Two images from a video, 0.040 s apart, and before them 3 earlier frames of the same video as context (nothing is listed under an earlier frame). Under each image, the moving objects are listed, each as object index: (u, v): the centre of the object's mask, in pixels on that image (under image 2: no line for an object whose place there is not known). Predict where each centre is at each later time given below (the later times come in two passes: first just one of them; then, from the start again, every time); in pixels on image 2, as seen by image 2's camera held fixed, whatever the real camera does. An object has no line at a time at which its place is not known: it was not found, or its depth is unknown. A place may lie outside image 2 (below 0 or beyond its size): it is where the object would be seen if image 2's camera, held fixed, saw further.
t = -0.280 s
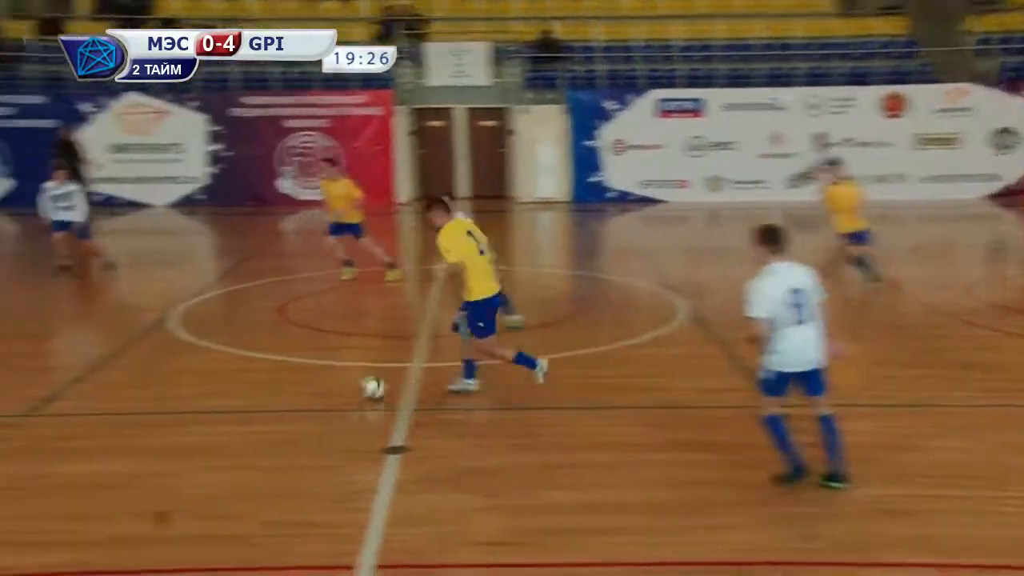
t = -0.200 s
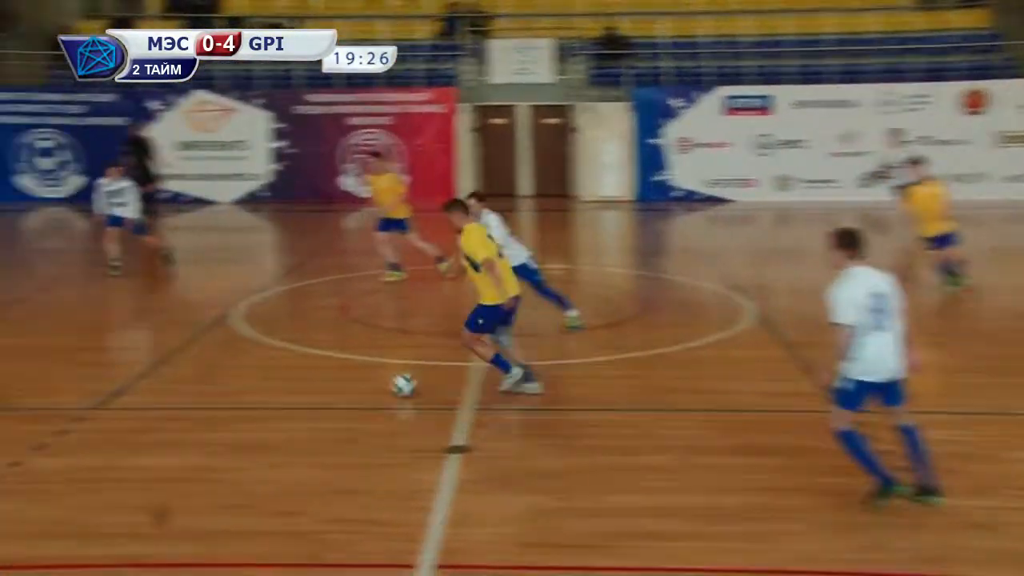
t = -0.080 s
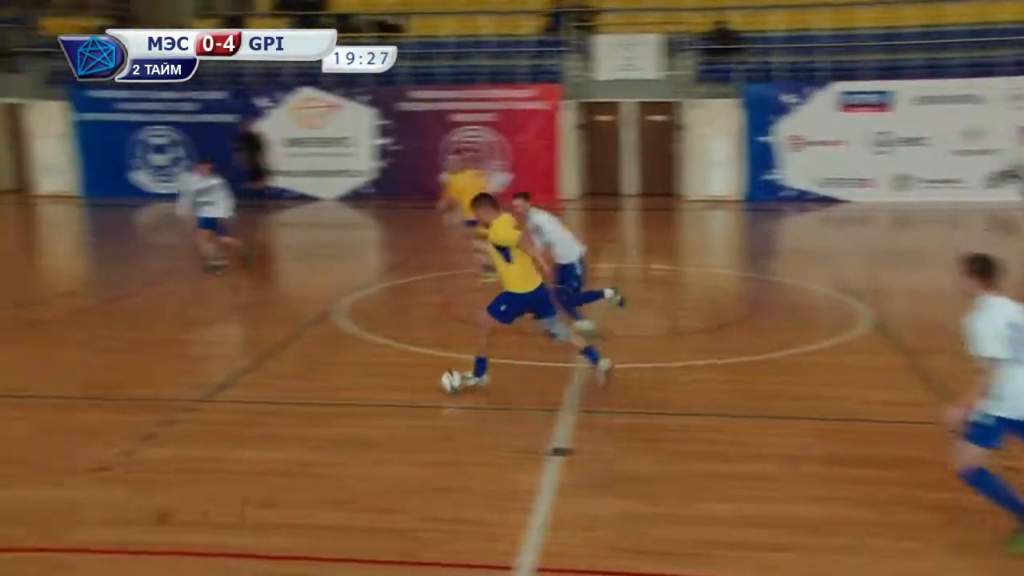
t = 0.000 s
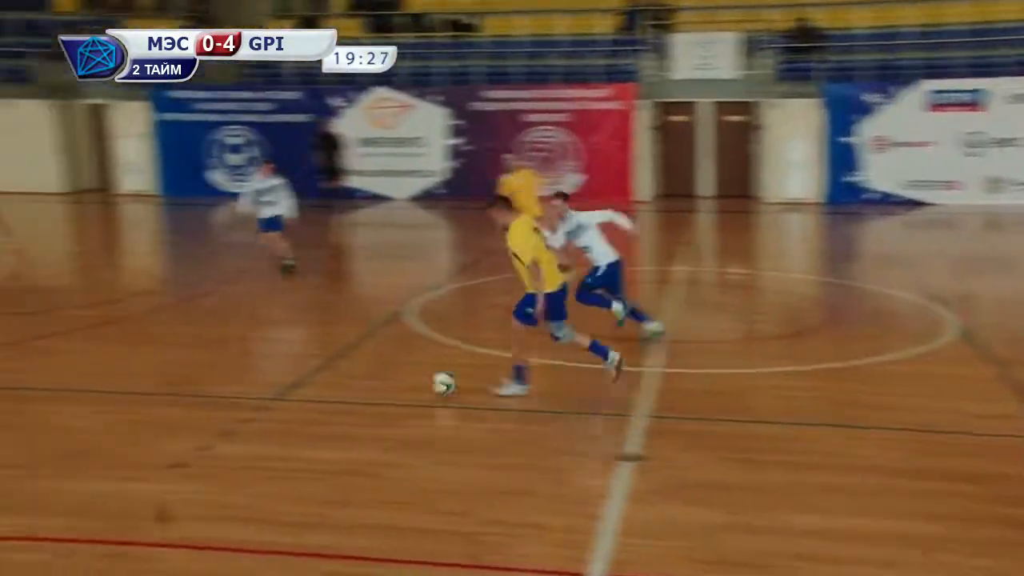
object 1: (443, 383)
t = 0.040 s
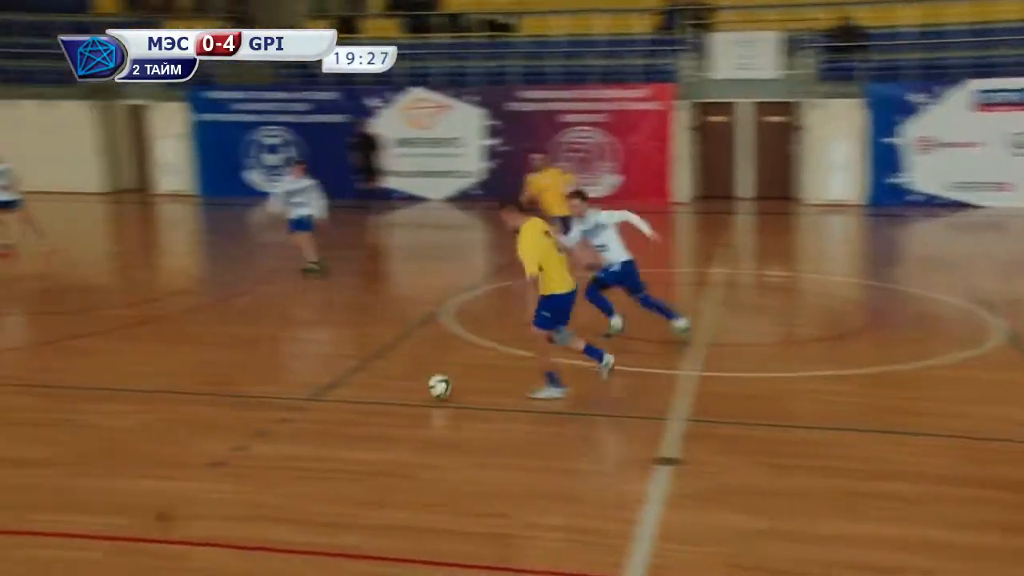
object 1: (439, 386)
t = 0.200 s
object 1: (289, 393)
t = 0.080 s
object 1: (401, 390)
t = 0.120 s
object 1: (363, 390)
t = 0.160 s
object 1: (325, 391)
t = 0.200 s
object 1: (289, 393)
